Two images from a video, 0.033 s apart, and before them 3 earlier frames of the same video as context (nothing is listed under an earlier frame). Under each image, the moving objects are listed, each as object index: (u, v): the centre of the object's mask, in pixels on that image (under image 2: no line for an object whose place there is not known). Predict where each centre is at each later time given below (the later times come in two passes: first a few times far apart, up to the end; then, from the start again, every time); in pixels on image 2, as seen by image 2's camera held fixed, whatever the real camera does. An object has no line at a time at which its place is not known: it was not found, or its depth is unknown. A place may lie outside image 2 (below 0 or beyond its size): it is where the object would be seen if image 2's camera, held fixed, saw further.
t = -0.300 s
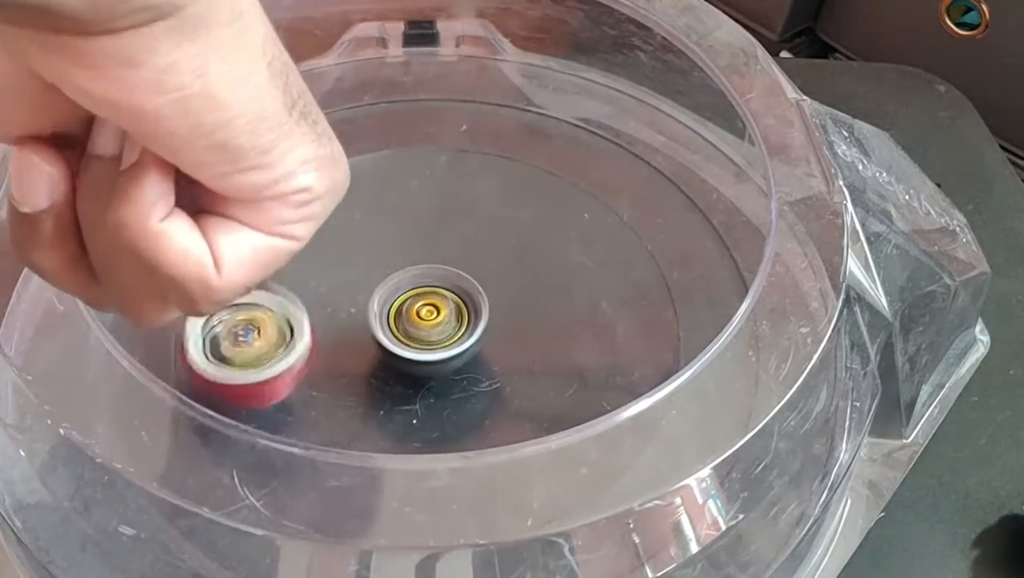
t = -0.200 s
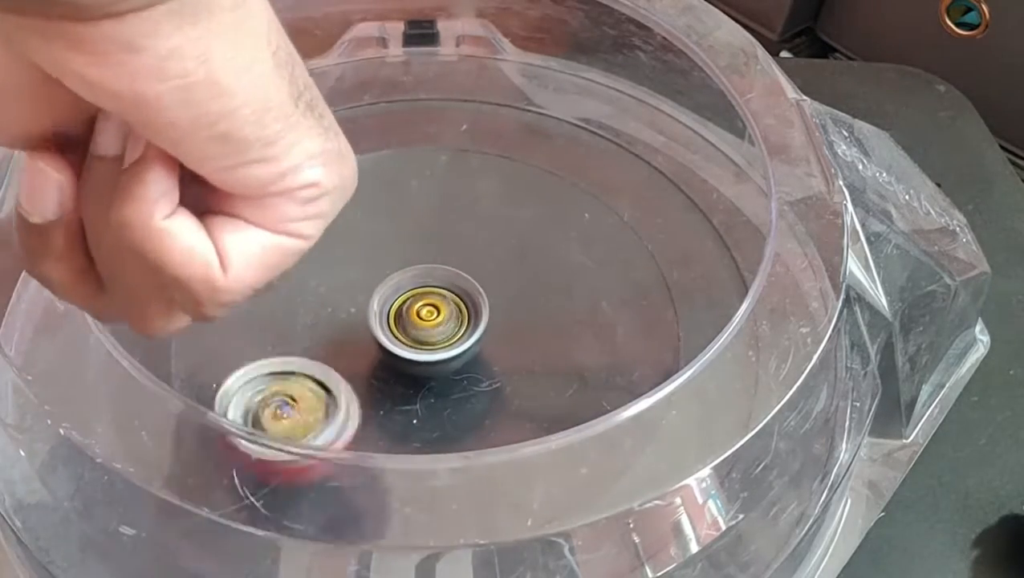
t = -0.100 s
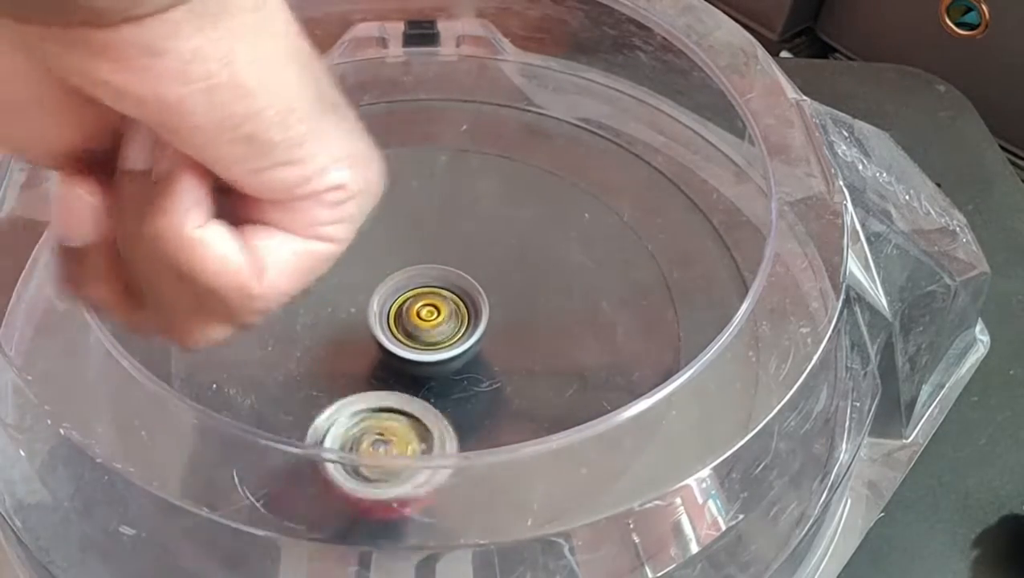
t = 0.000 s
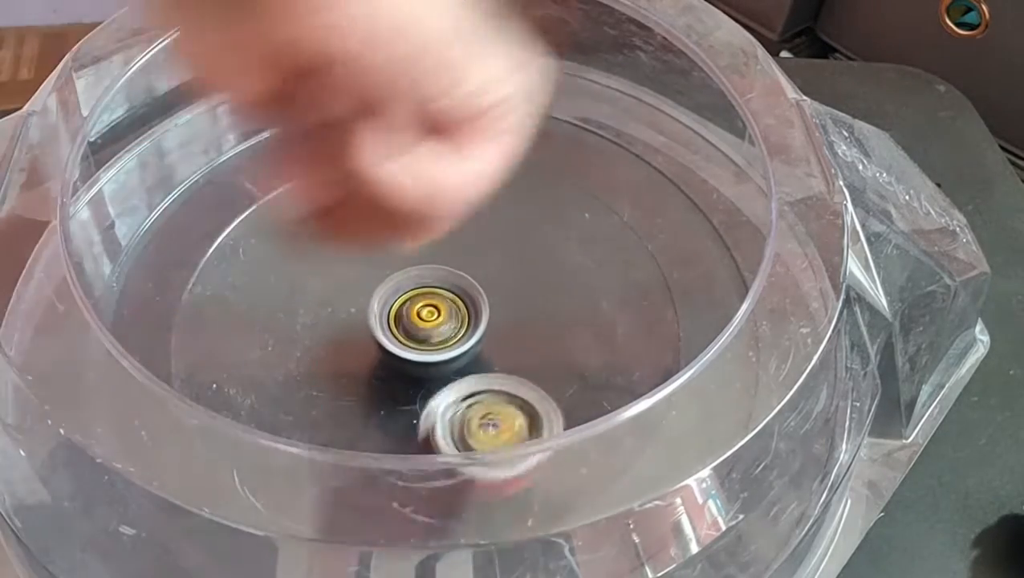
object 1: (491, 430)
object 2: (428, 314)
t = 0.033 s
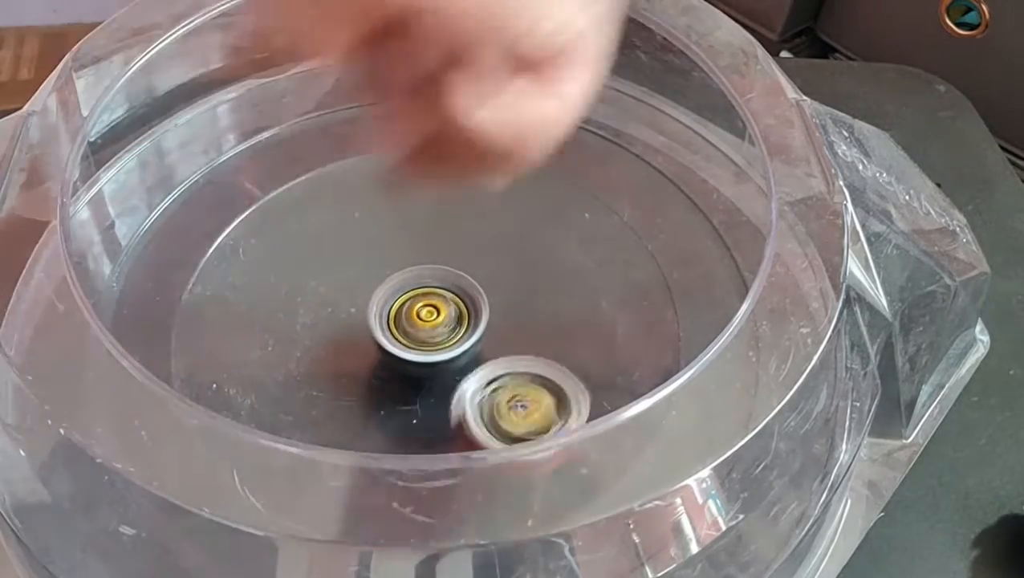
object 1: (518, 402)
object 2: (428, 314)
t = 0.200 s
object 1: (568, 292)
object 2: (429, 314)
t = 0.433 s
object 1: (426, 181)
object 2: (429, 313)
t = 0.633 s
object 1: (277, 241)
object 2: (429, 313)
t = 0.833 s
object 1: (319, 390)
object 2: (429, 313)
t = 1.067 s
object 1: (548, 382)
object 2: (428, 313)
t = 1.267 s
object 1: (584, 255)
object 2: (428, 313)
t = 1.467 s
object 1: (439, 195)
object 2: (429, 313)
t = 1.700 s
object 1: (282, 305)
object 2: (429, 313)
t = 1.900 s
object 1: (360, 418)
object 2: (429, 313)
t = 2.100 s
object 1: (536, 396)
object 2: (428, 313)
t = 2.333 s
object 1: (536, 252)
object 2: (428, 313)
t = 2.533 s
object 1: (383, 204)
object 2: (429, 312)
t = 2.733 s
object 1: (262, 292)
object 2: (429, 313)
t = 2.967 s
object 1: (392, 409)
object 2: (429, 313)
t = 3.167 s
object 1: (558, 351)
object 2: (429, 312)
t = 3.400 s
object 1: (516, 212)
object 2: (427, 314)
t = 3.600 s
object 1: (360, 216)
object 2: (430, 313)
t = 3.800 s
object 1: (297, 345)
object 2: (429, 313)
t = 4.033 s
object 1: (465, 415)
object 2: (430, 313)
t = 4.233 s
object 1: (575, 334)
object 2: (429, 313)
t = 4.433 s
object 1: (489, 228)
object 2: (428, 313)
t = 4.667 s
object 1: (312, 253)
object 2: (428, 314)
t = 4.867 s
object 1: (297, 378)
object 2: (429, 313)
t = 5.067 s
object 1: (468, 405)
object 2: (427, 313)
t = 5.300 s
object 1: (551, 278)
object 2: (428, 314)
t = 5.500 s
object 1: (440, 203)
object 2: (427, 314)
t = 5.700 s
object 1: (312, 268)
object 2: (428, 314)
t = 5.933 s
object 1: (372, 404)
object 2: (428, 312)
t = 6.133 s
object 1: (531, 388)
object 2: (428, 313)
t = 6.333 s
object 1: (541, 273)
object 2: (429, 312)
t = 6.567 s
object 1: (392, 215)
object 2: (430, 313)
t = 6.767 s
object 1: (295, 304)
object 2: (429, 314)
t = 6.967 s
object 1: (360, 408)
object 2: (443, 304)
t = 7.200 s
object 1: (501, 398)
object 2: (440, 300)
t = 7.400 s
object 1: (546, 312)
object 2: (411, 298)
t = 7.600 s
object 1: (474, 233)
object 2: (370, 312)
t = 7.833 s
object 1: (374, 219)
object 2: (371, 363)
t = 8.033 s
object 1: (366, 242)
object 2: (410, 385)
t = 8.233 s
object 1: (382, 302)
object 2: (479, 354)
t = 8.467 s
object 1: (385, 313)
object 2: (545, 298)
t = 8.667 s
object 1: (394, 322)
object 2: (516, 294)
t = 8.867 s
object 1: (372, 360)
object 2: (445, 272)
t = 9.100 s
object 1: (395, 362)
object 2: (377, 257)
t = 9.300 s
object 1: (448, 364)
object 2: (367, 279)
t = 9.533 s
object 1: (492, 316)
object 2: (384, 349)
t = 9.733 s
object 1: (468, 285)
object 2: (428, 379)
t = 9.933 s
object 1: (424, 256)
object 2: (468, 359)
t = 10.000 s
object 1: (413, 259)
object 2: (478, 345)
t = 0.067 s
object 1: (543, 386)
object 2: (428, 313)
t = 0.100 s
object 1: (560, 366)
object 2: (429, 314)
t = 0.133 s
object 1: (569, 341)
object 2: (428, 314)
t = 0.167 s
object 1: (572, 315)
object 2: (428, 314)
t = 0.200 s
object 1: (568, 292)
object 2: (429, 314)
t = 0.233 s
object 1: (559, 269)
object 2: (429, 314)
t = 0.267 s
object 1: (545, 247)
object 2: (429, 313)
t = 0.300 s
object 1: (527, 228)
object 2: (429, 313)
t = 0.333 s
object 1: (505, 212)
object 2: (429, 314)
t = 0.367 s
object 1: (481, 198)
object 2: (429, 313)
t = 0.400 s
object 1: (454, 188)
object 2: (429, 313)
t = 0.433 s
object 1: (426, 181)
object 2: (429, 313)
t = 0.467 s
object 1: (396, 180)
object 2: (429, 313)
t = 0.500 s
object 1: (368, 183)
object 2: (429, 313)
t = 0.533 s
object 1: (340, 190)
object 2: (429, 313)
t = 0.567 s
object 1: (315, 204)
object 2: (429, 313)
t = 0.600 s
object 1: (294, 220)
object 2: (429, 312)
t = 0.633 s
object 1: (277, 241)
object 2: (429, 313)
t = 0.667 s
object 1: (266, 266)
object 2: (428, 313)
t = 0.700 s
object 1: (260, 292)
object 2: (428, 312)
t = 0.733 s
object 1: (263, 321)
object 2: (428, 313)
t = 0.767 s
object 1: (275, 348)
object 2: (428, 313)
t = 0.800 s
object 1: (294, 373)
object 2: (428, 313)
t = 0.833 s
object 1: (319, 390)
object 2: (429, 313)
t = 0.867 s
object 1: (351, 402)
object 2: (428, 313)
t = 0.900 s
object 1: (384, 409)
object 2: (428, 312)
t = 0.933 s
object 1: (419, 412)
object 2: (429, 313)
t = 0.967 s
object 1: (454, 411)
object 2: (428, 313)
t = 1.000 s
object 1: (487, 406)
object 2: (428, 312)
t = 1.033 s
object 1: (518, 397)
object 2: (428, 313)
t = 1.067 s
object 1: (548, 382)
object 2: (428, 313)
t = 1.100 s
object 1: (571, 366)
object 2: (428, 313)
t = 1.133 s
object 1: (587, 345)
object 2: (429, 313)
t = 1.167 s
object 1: (596, 323)
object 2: (428, 313)
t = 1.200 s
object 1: (599, 298)
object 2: (428, 313)
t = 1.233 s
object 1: (594, 276)
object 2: (429, 313)
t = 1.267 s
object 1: (584, 255)
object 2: (428, 313)
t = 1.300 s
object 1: (569, 235)
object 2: (429, 313)
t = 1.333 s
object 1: (549, 220)
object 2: (429, 313)
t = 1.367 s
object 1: (526, 209)
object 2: (429, 313)
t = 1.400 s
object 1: (500, 200)
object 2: (429, 313)
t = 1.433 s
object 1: (470, 195)
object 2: (429, 313)
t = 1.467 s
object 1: (439, 195)
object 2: (429, 313)
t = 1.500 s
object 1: (408, 199)
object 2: (429, 313)
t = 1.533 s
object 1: (379, 208)
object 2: (429, 313)
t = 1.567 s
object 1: (352, 221)
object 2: (428, 313)
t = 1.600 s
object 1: (327, 239)
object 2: (429, 313)
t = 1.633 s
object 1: (308, 258)
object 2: (429, 313)
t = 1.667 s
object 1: (292, 282)
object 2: (428, 313)
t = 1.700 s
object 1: (282, 305)
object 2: (429, 313)
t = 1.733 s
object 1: (278, 330)
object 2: (428, 313)
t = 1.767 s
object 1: (281, 355)
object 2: (428, 313)
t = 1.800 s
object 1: (292, 379)
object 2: (429, 313)
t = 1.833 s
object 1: (309, 395)
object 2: (428, 313)
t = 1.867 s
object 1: (332, 408)
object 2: (429, 313)
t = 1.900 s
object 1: (360, 418)
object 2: (429, 313)
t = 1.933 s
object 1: (390, 440)
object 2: (428, 313)
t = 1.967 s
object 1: (422, 445)
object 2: (429, 312)
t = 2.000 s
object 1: (455, 444)
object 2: (429, 313)
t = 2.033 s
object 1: (487, 435)
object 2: (428, 313)
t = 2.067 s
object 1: (515, 421)
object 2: (428, 312)
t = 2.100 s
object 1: (536, 396)
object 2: (428, 313)
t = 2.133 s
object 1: (556, 380)
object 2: (428, 313)
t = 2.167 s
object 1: (568, 364)
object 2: (428, 312)
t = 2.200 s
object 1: (573, 338)
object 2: (428, 313)
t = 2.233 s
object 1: (570, 314)
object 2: (427, 313)
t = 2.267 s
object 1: (564, 292)
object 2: (428, 313)
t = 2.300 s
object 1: (553, 271)
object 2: (428, 314)
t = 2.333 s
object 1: (536, 252)
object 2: (428, 313)
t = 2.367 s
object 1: (516, 236)
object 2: (429, 314)
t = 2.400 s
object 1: (492, 223)
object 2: (429, 314)
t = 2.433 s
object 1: (466, 211)
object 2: (429, 313)
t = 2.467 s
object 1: (438, 206)
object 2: (429, 313)
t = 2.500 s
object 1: (410, 203)
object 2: (429, 313)
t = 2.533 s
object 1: (383, 204)
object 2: (429, 312)
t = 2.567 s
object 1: (357, 209)
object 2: (429, 313)
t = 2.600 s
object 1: (330, 218)
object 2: (428, 312)
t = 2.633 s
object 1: (307, 231)
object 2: (429, 313)
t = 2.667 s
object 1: (286, 248)
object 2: (428, 313)
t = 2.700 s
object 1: (270, 269)
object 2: (428, 313)
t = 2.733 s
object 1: (262, 292)
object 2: (429, 313)
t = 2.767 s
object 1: (260, 316)
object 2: (428, 314)
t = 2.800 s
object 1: (265, 341)
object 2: (429, 313)
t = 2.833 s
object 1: (279, 364)
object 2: (429, 314)
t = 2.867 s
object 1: (301, 382)
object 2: (429, 313)
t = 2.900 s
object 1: (327, 395)
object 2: (430, 313)
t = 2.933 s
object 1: (358, 405)
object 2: (429, 313)
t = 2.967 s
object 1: (392, 409)
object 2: (429, 313)
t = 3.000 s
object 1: (428, 410)
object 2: (430, 313)
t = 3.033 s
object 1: (461, 406)
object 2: (429, 313)
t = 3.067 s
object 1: (490, 399)
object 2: (429, 312)
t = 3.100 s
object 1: (516, 388)
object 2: (429, 312)
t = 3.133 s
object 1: (541, 373)
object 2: (428, 312)
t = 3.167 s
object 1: (558, 351)
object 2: (429, 312)
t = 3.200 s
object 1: (568, 330)
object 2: (428, 312)
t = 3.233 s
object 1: (572, 307)
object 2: (428, 312)
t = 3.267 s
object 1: (570, 284)
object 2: (428, 313)
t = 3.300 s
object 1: (564, 263)
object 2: (427, 313)
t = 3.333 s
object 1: (553, 244)
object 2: (427, 313)
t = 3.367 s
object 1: (536, 227)
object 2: (427, 314)
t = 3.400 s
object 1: (516, 212)
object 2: (427, 314)
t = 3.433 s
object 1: (493, 203)
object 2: (428, 314)
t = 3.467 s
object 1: (469, 197)
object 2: (428, 314)
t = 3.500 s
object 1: (443, 195)
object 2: (428, 314)
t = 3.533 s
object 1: (415, 196)
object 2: (429, 314)
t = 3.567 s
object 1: (387, 203)
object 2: (429, 314)
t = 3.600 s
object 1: (360, 216)
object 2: (430, 313)
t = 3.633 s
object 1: (338, 232)
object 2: (429, 313)
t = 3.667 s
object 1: (319, 252)
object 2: (429, 313)
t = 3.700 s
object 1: (306, 272)
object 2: (429, 313)
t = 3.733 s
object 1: (296, 297)
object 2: (428, 313)
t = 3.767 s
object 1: (293, 321)
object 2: (429, 313)
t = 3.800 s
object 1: (297, 345)
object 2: (429, 313)
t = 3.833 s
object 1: (308, 369)
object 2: (428, 313)
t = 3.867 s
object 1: (326, 389)
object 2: (429, 313)
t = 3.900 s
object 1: (348, 400)
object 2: (429, 314)
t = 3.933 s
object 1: (374, 408)
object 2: (429, 313)
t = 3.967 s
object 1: (404, 414)
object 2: (430, 313)
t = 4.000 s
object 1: (435, 416)
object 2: (429, 313)
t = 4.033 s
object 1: (465, 415)
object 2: (430, 313)
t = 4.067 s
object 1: (492, 410)
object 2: (429, 313)
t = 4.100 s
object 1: (519, 400)
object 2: (429, 312)
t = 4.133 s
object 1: (543, 387)
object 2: (429, 313)
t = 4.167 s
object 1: (559, 373)
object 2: (428, 313)
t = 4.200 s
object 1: (569, 355)
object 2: (429, 312)
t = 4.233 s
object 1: (575, 334)
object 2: (429, 313)
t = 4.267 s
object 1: (574, 311)
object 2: (428, 312)
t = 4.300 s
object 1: (564, 289)
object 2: (429, 313)
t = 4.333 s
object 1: (551, 271)
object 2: (428, 313)
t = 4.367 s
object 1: (536, 254)
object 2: (428, 312)
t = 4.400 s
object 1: (514, 240)
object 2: (428, 313)
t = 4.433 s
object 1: (489, 228)
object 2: (428, 313)
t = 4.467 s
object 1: (463, 220)
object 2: (428, 313)
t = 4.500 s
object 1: (437, 217)
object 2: (427, 314)
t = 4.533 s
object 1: (408, 217)
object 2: (428, 313)
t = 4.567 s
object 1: (381, 220)
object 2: (428, 314)
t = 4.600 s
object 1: (356, 229)
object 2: (428, 313)
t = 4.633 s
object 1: (333, 240)
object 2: (428, 314)
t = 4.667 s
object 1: (312, 253)
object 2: (428, 314)
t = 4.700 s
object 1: (294, 270)
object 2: (428, 314)
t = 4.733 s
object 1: (280, 292)
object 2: (428, 314)
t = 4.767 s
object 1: (274, 314)
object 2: (428, 313)
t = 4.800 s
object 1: (275, 336)
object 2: (428, 314)
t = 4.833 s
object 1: (283, 357)
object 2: (428, 314)
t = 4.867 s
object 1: (297, 378)
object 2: (429, 313)
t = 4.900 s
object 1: (319, 391)
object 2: (428, 314)
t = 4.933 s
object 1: (346, 402)
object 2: (428, 313)
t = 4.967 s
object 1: (376, 408)
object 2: (428, 314)
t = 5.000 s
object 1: (408, 409)
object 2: (428, 313)
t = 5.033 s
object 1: (440, 409)
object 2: (428, 313)
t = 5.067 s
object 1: (468, 405)
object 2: (427, 313)
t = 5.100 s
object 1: (496, 395)
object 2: (427, 313)
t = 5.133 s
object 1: (520, 380)
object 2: (427, 313)
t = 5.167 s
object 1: (536, 361)
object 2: (427, 313)
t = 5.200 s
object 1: (549, 341)
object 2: (427, 313)
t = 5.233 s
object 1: (556, 319)
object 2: (427, 314)
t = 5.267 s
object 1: (555, 297)
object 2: (427, 313)
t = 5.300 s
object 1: (551, 278)
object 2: (428, 314)
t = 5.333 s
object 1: (544, 258)
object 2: (427, 313)
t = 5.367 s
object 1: (528, 241)
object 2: (428, 313)
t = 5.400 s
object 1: (510, 227)
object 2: (427, 314)
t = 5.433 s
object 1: (491, 215)
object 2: (427, 313)
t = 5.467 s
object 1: (467, 206)
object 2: (427, 314)
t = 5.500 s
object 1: (440, 203)
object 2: (427, 314)
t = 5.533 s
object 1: (416, 203)
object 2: (428, 314)
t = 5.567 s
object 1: (390, 207)
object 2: (427, 314)
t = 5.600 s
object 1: (364, 218)
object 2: (428, 313)
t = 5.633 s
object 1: (342, 232)
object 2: (428, 314)
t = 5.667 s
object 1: (325, 250)
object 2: (427, 313)
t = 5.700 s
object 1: (312, 268)
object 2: (428, 314)
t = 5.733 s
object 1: (301, 293)
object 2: (427, 314)
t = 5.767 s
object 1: (299, 316)
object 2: (428, 313)
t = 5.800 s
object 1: (305, 338)
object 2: (428, 314)
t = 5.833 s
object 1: (314, 360)
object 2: (428, 313)
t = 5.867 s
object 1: (327, 381)
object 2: (429, 313)
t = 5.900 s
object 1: (348, 396)
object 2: (428, 312)
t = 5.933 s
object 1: (372, 404)
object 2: (428, 312)
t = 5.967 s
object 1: (399, 410)
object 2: (428, 313)
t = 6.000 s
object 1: (428, 413)
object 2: (429, 312)
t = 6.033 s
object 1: (457, 411)
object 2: (428, 313)
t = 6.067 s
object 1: (485, 405)
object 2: (428, 312)
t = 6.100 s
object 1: (510, 397)
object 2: (428, 312)
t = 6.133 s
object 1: (531, 388)
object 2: (428, 313)
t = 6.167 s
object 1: (549, 371)
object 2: (428, 312)
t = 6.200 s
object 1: (557, 352)
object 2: (428, 313)
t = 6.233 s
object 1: (562, 331)
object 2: (428, 312)
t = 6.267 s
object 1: (561, 309)
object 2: (428, 313)
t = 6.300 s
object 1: (552, 290)
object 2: (428, 313)
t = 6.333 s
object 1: (541, 273)
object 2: (429, 312)
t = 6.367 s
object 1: (527, 255)
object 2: (427, 314)
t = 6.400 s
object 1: (508, 241)
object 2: (427, 313)
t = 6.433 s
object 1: (490, 230)
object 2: (427, 315)
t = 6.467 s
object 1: (465, 220)
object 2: (428, 316)
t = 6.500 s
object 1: (441, 216)
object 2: (431, 316)
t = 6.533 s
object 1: (418, 214)
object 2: (430, 315)
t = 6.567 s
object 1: (392, 215)
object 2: (430, 313)
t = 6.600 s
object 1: (368, 223)
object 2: (429, 314)
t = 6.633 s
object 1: (346, 232)
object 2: (429, 314)
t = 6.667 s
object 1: (327, 246)
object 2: (430, 314)
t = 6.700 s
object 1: (312, 265)
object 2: (429, 314)
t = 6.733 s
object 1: (301, 283)
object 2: (430, 314)
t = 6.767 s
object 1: (295, 304)
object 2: (429, 314)
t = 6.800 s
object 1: (296, 328)
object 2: (429, 314)
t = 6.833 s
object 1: (308, 349)
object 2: (429, 314)
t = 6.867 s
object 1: (319, 368)
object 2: (429, 313)
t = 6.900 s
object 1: (331, 388)
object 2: (436, 310)
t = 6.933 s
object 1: (344, 398)
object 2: (441, 307)
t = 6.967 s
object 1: (360, 408)
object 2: (443, 304)
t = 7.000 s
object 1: (381, 415)
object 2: (445, 302)
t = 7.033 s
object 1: (401, 417)
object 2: (444, 301)
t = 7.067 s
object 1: (423, 419)
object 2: (445, 299)
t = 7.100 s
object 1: (445, 417)
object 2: (443, 299)
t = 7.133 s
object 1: (464, 413)
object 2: (443, 299)
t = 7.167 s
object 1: (482, 408)
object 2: (442, 300)
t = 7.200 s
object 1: (501, 398)
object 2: (440, 300)
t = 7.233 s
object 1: (512, 388)
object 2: (440, 302)
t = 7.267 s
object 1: (522, 372)
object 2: (437, 303)
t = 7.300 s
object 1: (534, 360)
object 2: (430, 298)
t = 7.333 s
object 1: (544, 343)
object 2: (423, 297)
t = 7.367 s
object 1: (546, 328)
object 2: (416, 297)
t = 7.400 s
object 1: (546, 312)
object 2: (411, 298)
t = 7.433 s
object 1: (538, 296)
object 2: (408, 298)
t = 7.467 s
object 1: (528, 281)
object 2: (404, 299)
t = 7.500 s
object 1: (517, 265)
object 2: (399, 302)
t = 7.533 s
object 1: (507, 252)
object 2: (387, 305)
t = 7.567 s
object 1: (492, 240)
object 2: (378, 309)
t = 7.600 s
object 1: (474, 233)
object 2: (370, 312)
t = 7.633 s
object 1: (455, 227)
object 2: (365, 315)
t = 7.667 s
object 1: (434, 228)
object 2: (363, 317)
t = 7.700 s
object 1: (414, 230)
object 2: (364, 318)
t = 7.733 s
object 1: (400, 230)
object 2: (364, 325)
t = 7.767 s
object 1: (390, 223)
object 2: (365, 342)
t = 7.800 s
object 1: (381, 220)
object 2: (368, 353)
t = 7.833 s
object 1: (374, 219)
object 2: (371, 363)
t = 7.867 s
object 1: (369, 220)
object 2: (375, 372)
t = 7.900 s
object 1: (367, 223)
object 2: (380, 378)
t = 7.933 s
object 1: (366, 227)
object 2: (387, 383)
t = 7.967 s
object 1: (366, 231)
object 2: (393, 385)
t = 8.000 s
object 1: (365, 237)
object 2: (401, 385)
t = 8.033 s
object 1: (366, 242)
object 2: (410, 385)
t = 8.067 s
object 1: (367, 250)
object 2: (419, 382)
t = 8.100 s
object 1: (369, 259)
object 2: (430, 379)
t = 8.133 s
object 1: (372, 271)
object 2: (439, 373)
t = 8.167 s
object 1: (379, 285)
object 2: (449, 366)
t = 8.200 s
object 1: (386, 299)
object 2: (457, 360)
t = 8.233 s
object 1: (382, 302)
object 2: (479, 354)
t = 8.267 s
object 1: (380, 301)
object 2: (498, 345)
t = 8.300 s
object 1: (381, 302)
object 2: (514, 334)
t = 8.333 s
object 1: (382, 305)
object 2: (526, 324)
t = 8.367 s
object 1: (382, 308)
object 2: (535, 316)
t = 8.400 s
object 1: (383, 309)
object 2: (540, 310)
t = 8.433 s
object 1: (384, 311)
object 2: (544, 301)
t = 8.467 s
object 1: (385, 313)
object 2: (545, 298)
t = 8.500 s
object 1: (387, 314)
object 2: (544, 296)
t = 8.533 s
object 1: (388, 316)
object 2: (541, 294)
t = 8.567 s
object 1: (389, 318)
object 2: (537, 296)
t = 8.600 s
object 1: (391, 319)
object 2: (530, 296)
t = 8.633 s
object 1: (393, 321)
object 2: (525, 296)
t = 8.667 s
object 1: (394, 322)
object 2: (516, 294)
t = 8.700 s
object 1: (391, 325)
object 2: (506, 291)
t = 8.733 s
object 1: (381, 330)
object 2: (498, 288)
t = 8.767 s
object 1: (375, 340)
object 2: (486, 284)
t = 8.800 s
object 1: (370, 348)
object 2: (474, 281)
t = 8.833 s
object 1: (371, 354)
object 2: (458, 277)
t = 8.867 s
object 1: (372, 360)
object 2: (445, 272)
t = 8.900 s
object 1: (374, 362)
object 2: (430, 266)
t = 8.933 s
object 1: (378, 364)
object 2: (417, 263)
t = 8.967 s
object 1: (381, 364)
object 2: (405, 259)
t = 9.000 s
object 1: (384, 364)
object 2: (394, 257)
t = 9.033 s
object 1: (388, 364)
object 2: (386, 256)
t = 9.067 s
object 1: (392, 363)
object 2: (380, 256)
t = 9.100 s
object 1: (395, 362)
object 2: (377, 257)
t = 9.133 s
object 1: (399, 362)
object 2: (375, 259)
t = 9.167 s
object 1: (403, 360)
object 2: (373, 261)
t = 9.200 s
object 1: (408, 362)
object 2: (371, 264)
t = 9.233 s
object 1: (418, 365)
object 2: (369, 268)
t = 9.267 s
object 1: (433, 365)
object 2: (368, 273)
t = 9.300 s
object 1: (448, 364)
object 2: (367, 279)
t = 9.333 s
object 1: (460, 360)
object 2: (368, 286)
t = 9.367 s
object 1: (472, 353)
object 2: (370, 293)
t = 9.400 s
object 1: (482, 346)
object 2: (368, 301)
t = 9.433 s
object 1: (487, 339)
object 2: (368, 317)
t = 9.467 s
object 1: (492, 330)
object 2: (372, 327)
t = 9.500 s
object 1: (493, 322)
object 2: (376, 338)
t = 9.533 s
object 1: (492, 316)
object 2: (384, 349)
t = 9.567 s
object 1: (490, 310)
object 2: (392, 357)
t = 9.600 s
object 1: (487, 304)
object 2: (397, 366)
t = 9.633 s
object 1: (482, 300)
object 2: (401, 371)
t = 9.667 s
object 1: (478, 295)
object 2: (410, 376)
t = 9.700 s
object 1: (473, 290)
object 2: (419, 378)
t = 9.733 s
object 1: (468, 285)
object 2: (428, 379)
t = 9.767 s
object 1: (463, 279)
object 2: (436, 381)
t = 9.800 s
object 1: (456, 271)
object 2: (442, 379)
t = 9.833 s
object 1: (449, 264)
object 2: (448, 375)
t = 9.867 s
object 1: (440, 259)
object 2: (454, 371)
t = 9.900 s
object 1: (432, 257)
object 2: (461, 366)
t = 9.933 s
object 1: (424, 256)
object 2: (468, 359)
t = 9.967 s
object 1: (417, 258)
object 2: (475, 352)
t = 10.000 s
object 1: (413, 259)
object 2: (478, 345)
